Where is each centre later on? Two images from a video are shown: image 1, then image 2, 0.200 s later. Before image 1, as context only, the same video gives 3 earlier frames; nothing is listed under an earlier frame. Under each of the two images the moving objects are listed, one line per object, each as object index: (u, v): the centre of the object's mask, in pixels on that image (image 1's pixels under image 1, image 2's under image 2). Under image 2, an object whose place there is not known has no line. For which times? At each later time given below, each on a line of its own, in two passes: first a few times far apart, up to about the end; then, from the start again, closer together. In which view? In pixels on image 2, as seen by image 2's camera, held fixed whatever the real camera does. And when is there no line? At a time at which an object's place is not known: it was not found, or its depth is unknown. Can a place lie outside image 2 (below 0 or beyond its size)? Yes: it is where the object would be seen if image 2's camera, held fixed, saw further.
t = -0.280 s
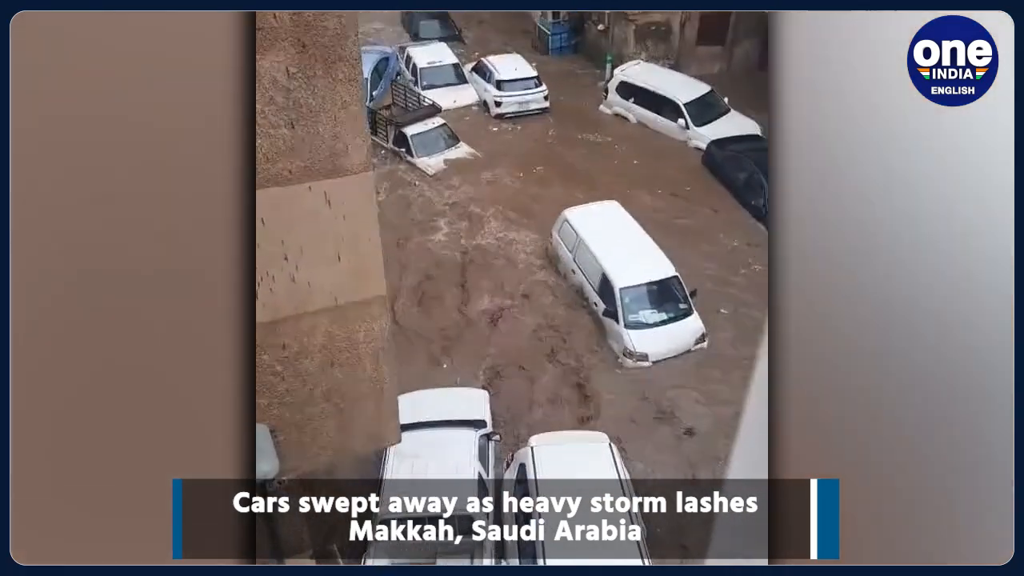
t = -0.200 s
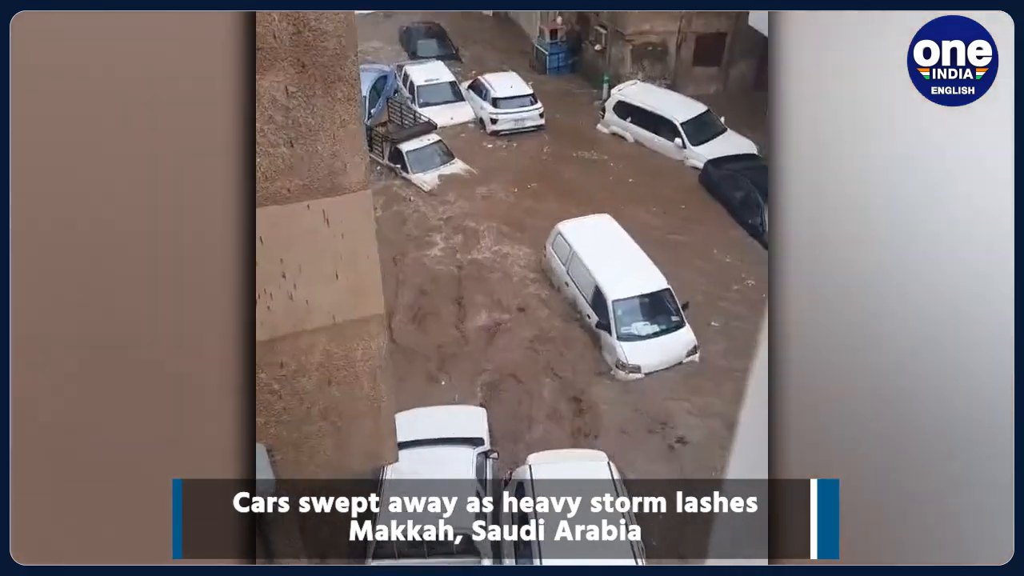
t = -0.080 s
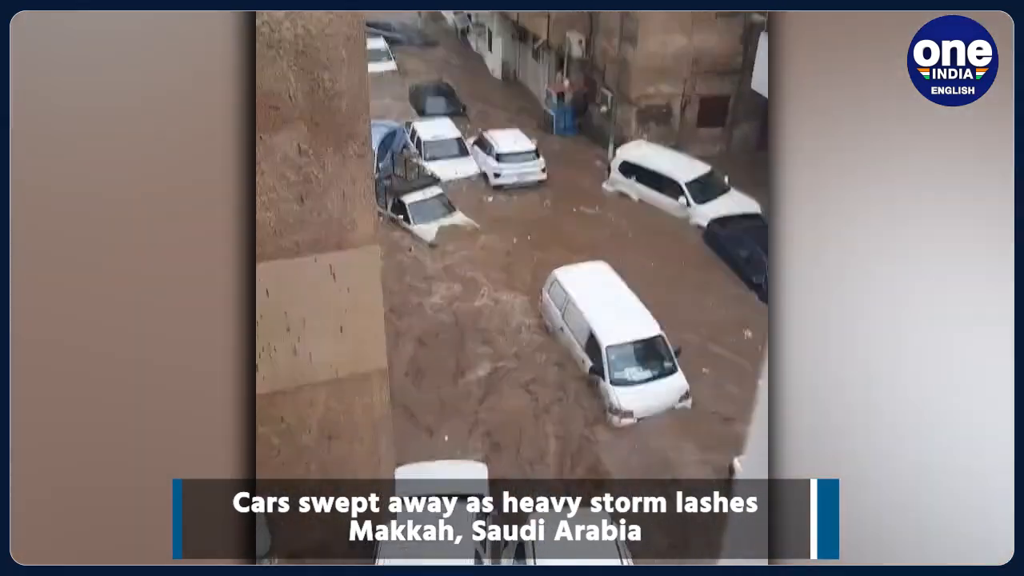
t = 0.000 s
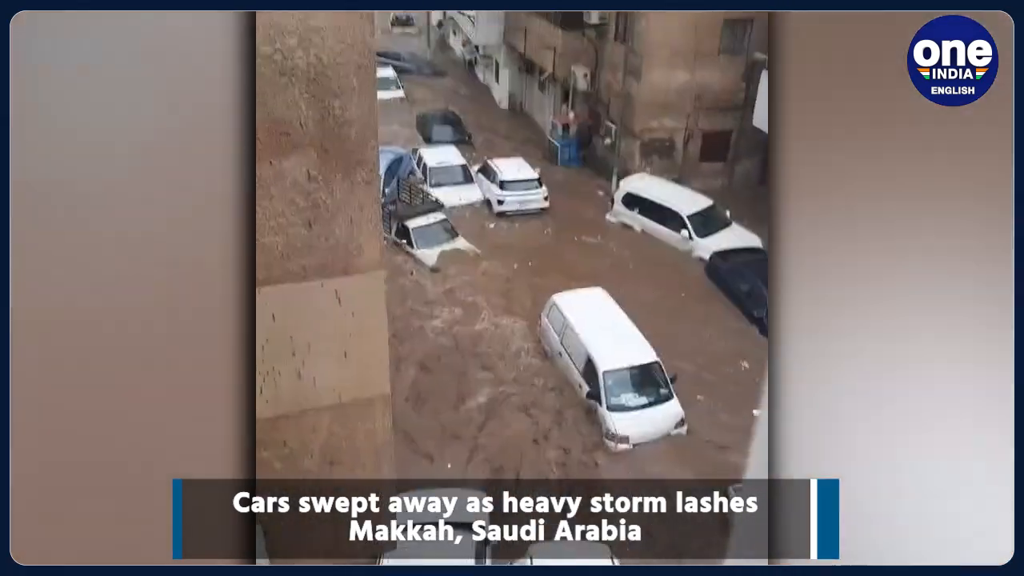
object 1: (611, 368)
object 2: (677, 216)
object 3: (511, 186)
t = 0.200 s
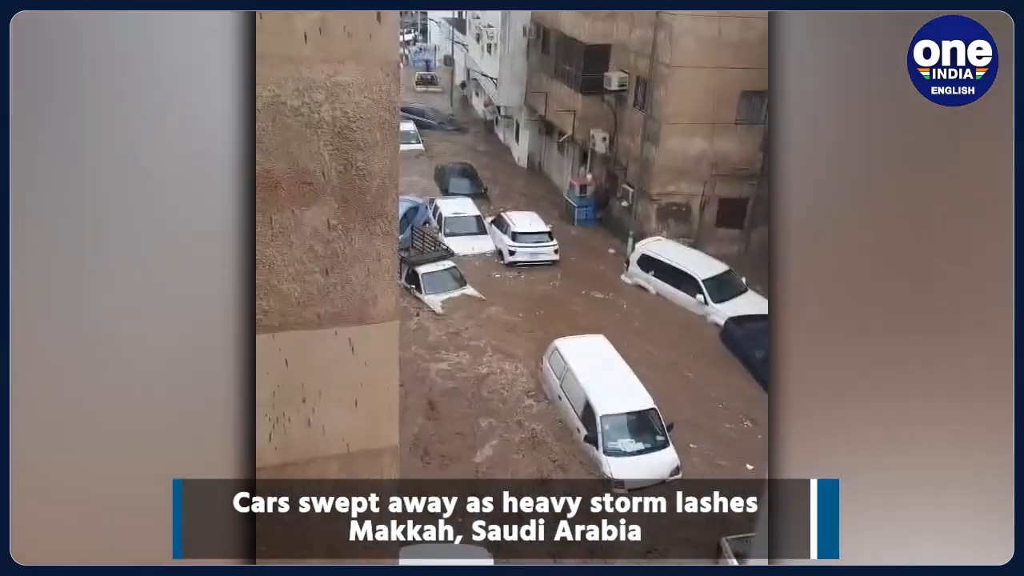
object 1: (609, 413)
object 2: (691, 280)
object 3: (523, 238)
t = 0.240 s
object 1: (607, 410)
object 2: (691, 280)
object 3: (522, 237)
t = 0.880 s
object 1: (568, 363)
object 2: (693, 279)
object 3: (511, 222)
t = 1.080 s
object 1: (558, 352)
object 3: (507, 215)
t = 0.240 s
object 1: (607, 410)
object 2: (691, 280)
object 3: (522, 237)
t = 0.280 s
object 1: (606, 408)
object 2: (692, 280)
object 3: (522, 237)
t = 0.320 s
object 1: (603, 405)
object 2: (692, 281)
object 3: (521, 237)
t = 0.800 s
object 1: (572, 368)
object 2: (693, 280)
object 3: (512, 224)
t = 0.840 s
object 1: (570, 366)
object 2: (693, 280)
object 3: (511, 223)
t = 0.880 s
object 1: (568, 363)
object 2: (693, 279)
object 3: (511, 222)
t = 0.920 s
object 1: (565, 359)
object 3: (509, 220)
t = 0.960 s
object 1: (563, 357)
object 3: (508, 219)
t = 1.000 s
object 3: (508, 217)
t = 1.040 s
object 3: (508, 216)
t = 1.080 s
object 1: (558, 352)
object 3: (507, 215)
